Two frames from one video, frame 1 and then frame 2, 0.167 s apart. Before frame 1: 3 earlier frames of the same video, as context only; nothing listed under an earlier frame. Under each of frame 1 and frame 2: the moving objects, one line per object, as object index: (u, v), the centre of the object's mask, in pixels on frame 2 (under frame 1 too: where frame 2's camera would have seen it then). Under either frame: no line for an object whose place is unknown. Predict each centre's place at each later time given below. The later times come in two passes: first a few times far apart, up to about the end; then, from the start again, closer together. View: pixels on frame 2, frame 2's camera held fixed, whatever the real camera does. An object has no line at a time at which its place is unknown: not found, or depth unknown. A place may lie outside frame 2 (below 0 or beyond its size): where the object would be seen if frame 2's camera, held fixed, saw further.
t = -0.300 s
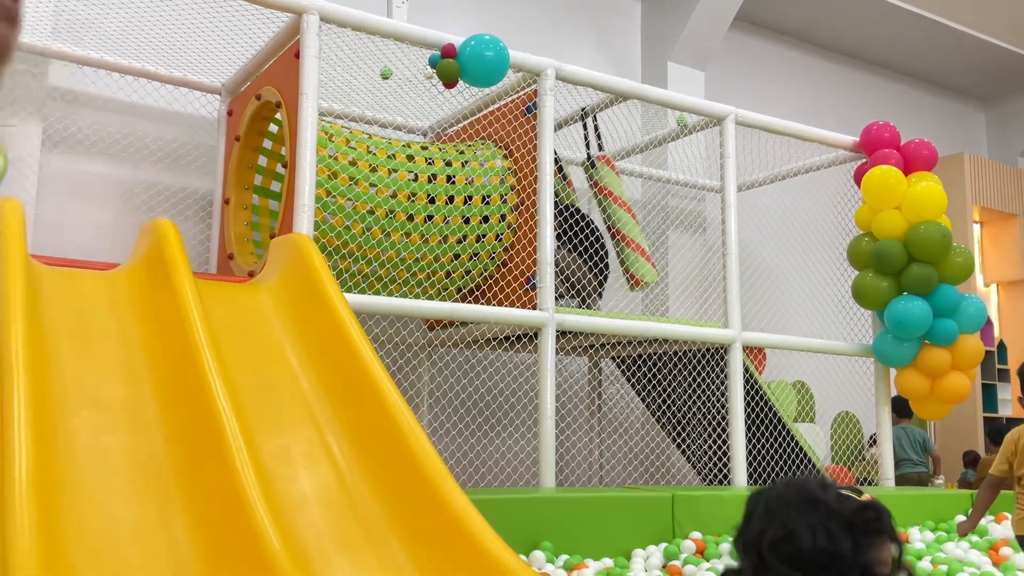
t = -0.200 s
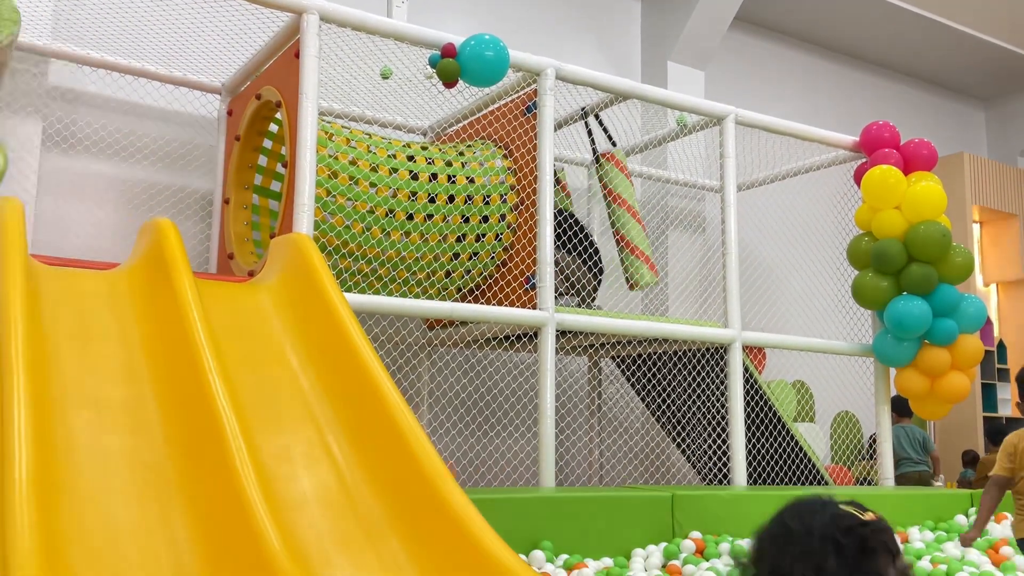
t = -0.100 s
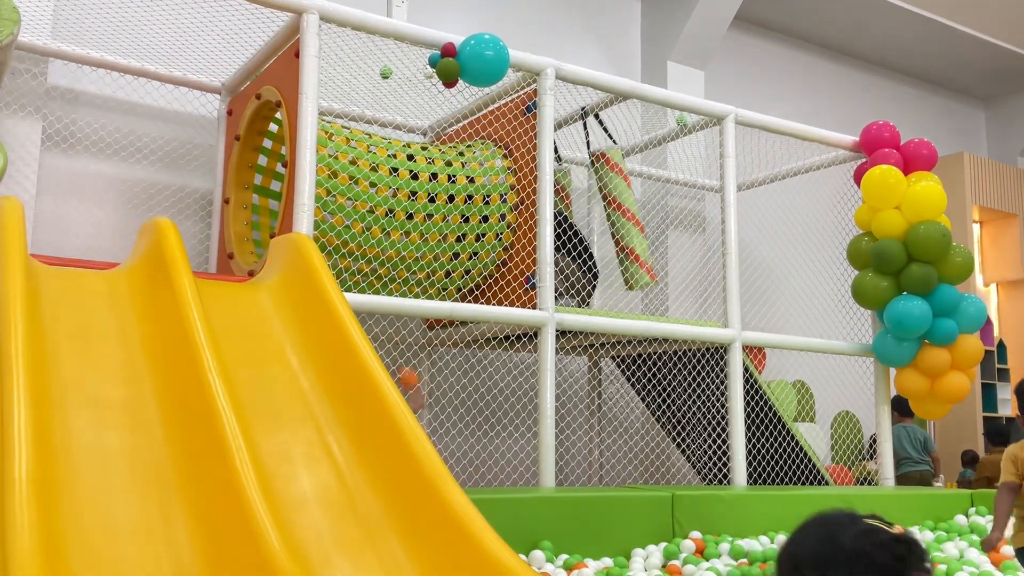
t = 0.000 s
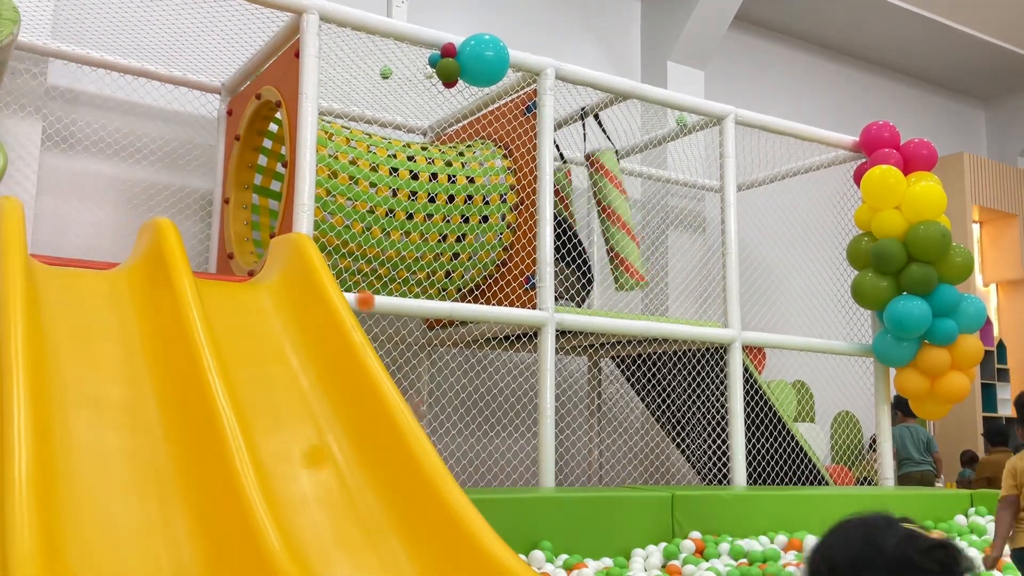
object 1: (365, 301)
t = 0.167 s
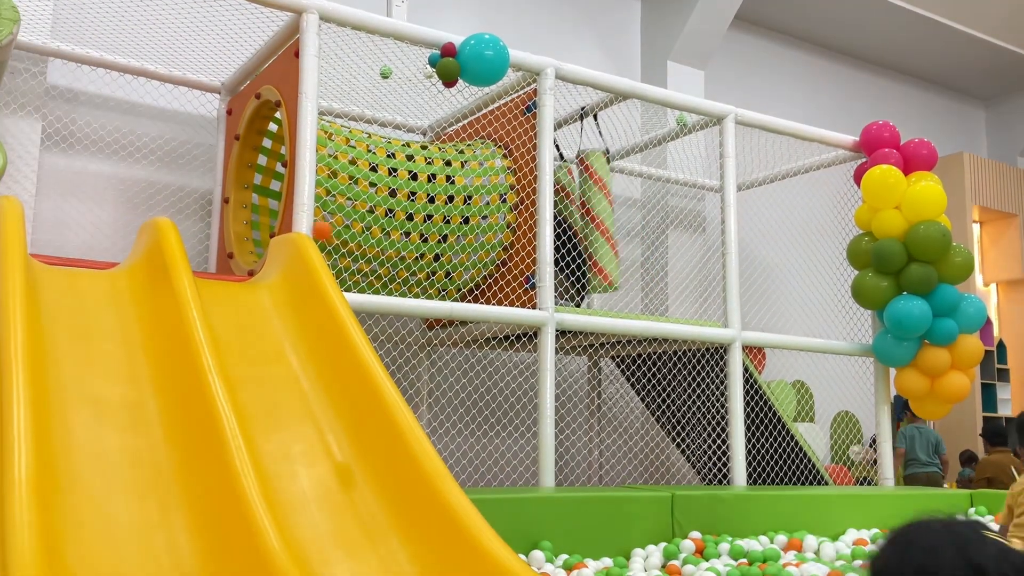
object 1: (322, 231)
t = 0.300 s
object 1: (271, 230)
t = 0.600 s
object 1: (188, 319)
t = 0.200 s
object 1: (305, 222)
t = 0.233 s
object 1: (300, 221)
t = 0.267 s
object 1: (288, 222)
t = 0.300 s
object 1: (271, 230)
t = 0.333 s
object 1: (265, 235)
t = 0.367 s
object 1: (253, 246)
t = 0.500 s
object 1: (202, 321)
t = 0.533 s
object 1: (200, 318)
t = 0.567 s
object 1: (196, 316)
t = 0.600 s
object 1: (188, 319)
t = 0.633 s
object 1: (185, 323)
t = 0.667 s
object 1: (179, 333)
